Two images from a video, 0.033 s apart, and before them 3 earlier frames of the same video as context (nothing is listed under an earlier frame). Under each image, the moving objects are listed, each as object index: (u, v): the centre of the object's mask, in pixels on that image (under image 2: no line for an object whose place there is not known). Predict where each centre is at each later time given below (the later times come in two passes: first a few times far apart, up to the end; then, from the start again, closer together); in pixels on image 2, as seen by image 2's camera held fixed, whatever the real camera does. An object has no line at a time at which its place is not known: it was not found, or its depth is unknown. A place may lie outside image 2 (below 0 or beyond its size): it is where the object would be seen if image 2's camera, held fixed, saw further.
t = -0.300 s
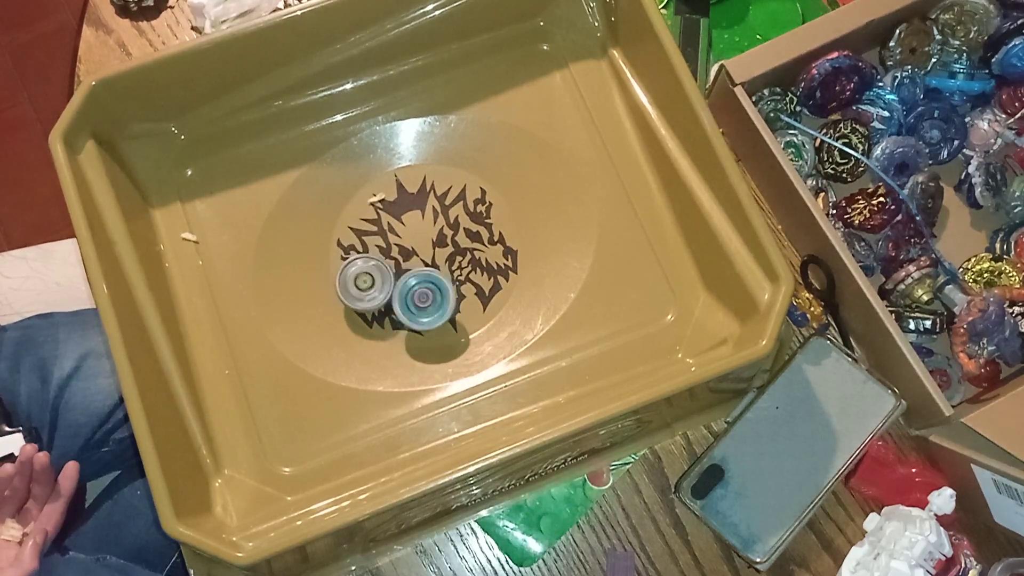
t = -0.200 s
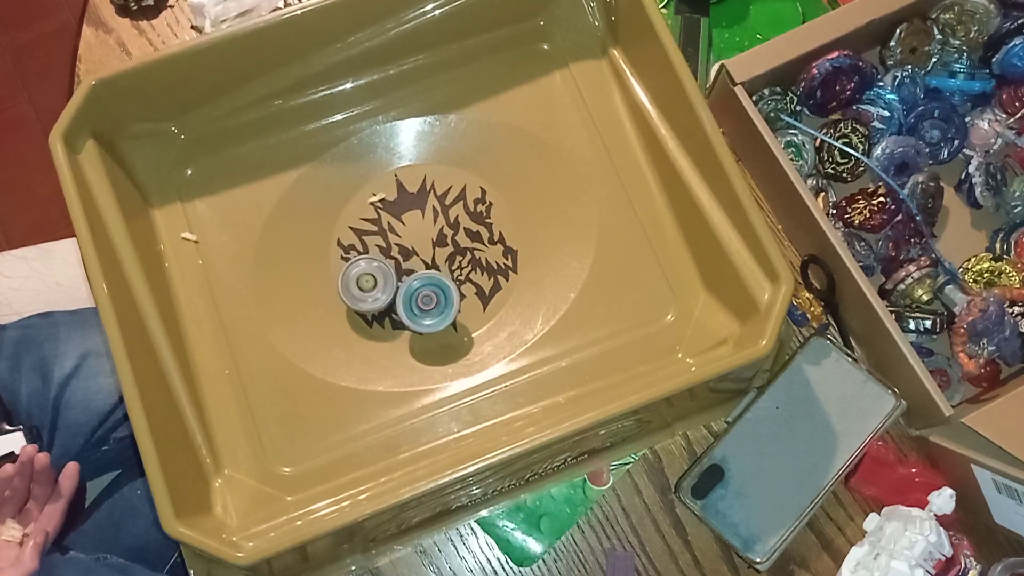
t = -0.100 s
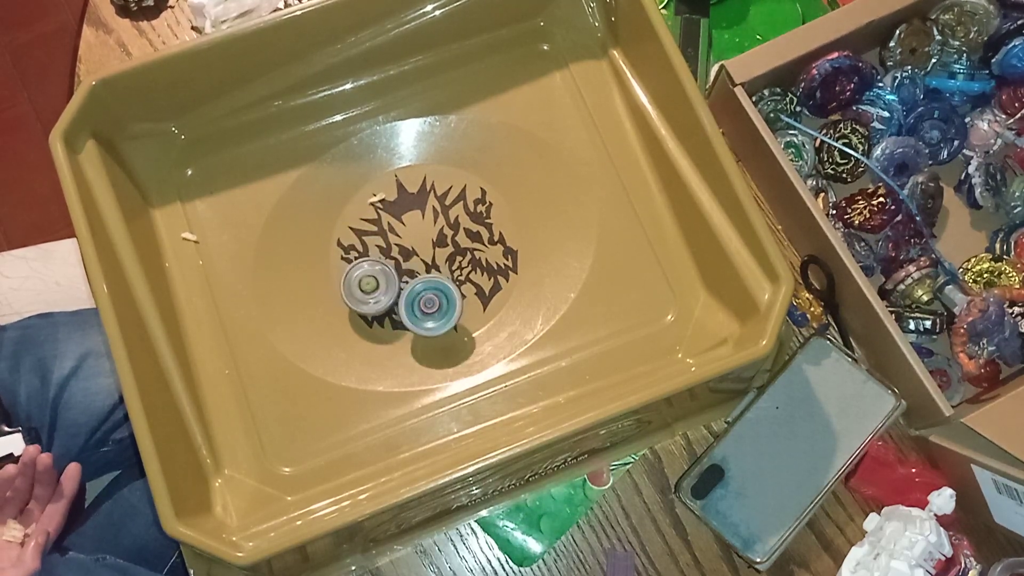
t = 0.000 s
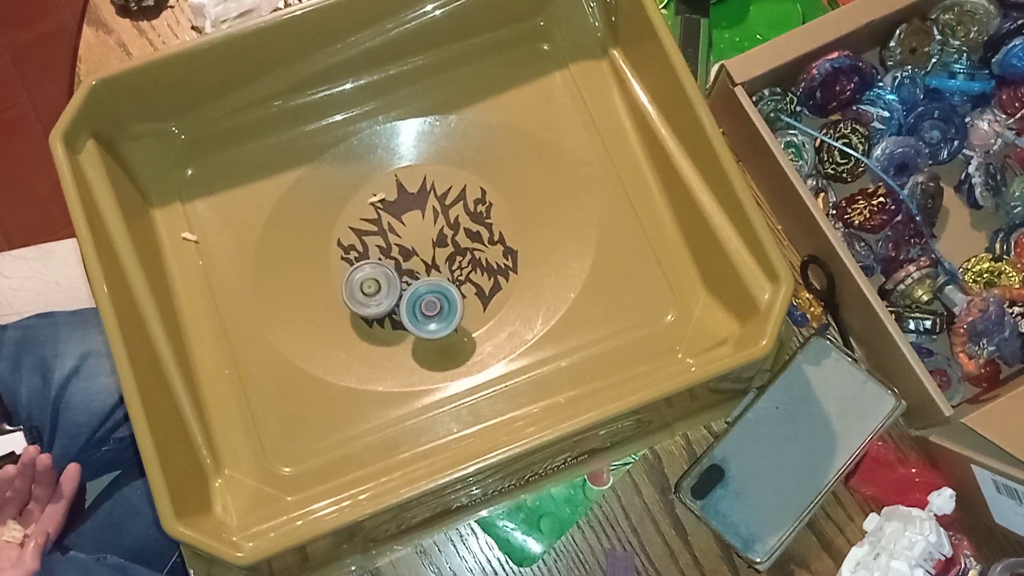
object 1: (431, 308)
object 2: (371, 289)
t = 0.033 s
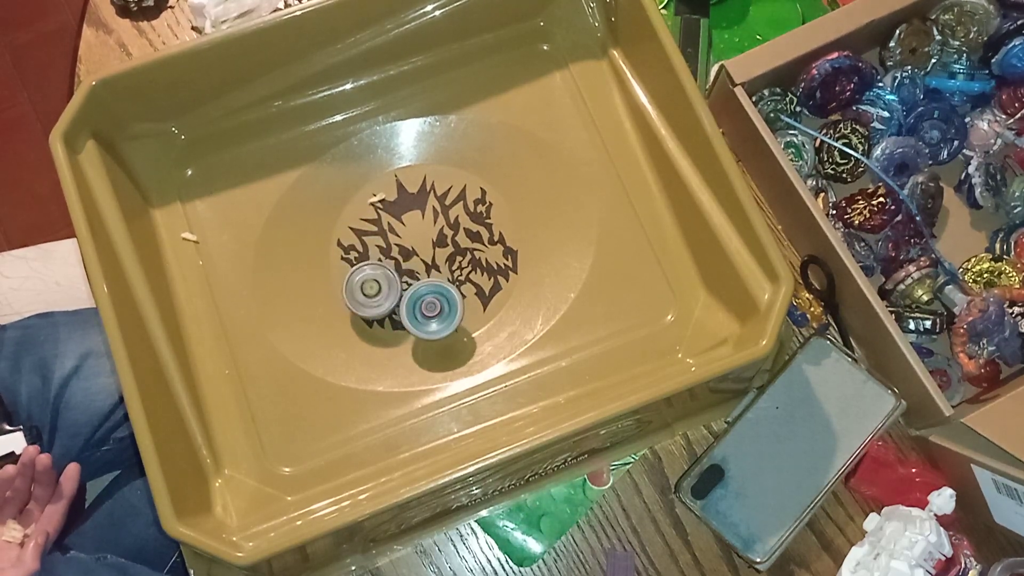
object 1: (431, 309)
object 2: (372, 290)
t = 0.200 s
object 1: (431, 311)
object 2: (372, 294)
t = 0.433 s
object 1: (428, 308)
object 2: (371, 298)
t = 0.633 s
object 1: (427, 301)
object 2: (371, 300)
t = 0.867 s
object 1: (431, 294)
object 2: (375, 299)
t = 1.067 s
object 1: (445, 295)
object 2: (380, 298)
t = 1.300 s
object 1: (485, 311)
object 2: (372, 294)
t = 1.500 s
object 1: (486, 296)
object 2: (375, 291)
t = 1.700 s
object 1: (479, 298)
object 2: (381, 290)
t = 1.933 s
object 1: (459, 284)
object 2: (387, 294)
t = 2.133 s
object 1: (451, 267)
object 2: (388, 302)
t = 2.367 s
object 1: (454, 261)
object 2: (387, 306)
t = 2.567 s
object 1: (460, 264)
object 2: (386, 305)
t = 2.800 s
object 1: (462, 276)
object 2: (389, 302)
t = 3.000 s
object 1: (456, 284)
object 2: (396, 301)
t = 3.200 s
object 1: (455, 287)
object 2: (397, 302)
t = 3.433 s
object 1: (453, 286)
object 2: (398, 305)
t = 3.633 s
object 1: (455, 286)
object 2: (398, 306)
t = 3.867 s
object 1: (456, 288)
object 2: (399, 304)
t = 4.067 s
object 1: (455, 289)
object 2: (401, 302)
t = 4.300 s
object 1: (457, 289)
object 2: (403, 302)
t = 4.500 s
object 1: (476, 292)
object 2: (410, 300)
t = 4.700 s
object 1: (486, 296)
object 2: (413, 305)
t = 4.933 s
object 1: (486, 295)
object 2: (411, 309)
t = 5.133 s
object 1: (478, 290)
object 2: (409, 307)
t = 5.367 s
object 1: (471, 276)
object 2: (411, 303)
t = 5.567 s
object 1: (474, 269)
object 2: (416, 301)
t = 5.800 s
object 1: (480, 269)
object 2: (421, 305)
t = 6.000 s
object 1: (481, 273)
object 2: (420, 308)
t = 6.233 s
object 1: (472, 276)
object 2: (418, 308)
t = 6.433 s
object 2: (418, 304)
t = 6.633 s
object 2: (421, 302)
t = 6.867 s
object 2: (407, 306)
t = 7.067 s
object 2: (406, 312)
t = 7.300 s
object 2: (402, 311)
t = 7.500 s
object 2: (403, 306)
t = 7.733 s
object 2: (412, 303)
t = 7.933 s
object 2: (416, 307)
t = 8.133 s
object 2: (416, 312)
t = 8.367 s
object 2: (412, 312)
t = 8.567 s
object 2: (413, 306)
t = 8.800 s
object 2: (410, 318)
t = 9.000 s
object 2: (409, 322)
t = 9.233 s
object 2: (409, 318)
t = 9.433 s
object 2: (414, 316)
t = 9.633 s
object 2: (419, 317)
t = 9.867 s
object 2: (421, 319)
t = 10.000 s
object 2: (421, 319)
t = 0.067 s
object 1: (431, 310)
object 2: (372, 291)
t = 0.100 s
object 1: (431, 310)
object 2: (372, 292)
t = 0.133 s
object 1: (431, 310)
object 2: (372, 292)
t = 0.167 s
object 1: (431, 311)
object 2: (372, 293)
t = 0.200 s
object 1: (431, 311)
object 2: (372, 294)
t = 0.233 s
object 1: (431, 311)
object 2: (372, 295)
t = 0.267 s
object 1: (430, 311)
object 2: (372, 295)
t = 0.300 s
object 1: (430, 311)
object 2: (372, 296)
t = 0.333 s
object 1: (430, 310)
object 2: (372, 297)
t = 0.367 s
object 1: (429, 310)
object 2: (372, 297)
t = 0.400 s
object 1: (429, 310)
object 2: (371, 298)
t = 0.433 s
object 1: (428, 308)
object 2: (371, 298)
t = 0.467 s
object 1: (428, 307)
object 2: (371, 298)
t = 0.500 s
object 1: (427, 306)
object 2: (371, 299)
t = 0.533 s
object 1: (428, 304)
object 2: (371, 299)
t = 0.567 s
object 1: (427, 303)
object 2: (371, 299)
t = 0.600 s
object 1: (427, 302)
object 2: (371, 299)
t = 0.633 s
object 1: (427, 301)
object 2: (371, 300)
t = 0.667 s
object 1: (427, 299)
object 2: (372, 299)
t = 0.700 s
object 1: (428, 298)
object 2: (372, 299)
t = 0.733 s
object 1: (428, 297)
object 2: (373, 299)
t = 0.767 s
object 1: (429, 296)
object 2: (373, 299)
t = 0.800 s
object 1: (429, 295)
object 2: (374, 299)
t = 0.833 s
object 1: (430, 295)
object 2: (374, 299)
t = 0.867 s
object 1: (431, 294)
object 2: (375, 299)
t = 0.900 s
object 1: (431, 294)
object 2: (376, 299)
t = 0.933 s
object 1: (432, 293)
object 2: (377, 298)
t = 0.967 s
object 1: (433, 293)
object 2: (378, 299)
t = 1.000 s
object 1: (436, 293)
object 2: (380, 298)
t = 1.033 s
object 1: (438, 294)
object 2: (381, 299)
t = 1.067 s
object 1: (445, 295)
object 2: (380, 298)
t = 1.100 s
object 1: (455, 296)
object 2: (374, 296)
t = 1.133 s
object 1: (463, 298)
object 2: (372, 295)
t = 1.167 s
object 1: (469, 301)
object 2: (372, 295)
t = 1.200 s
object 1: (474, 303)
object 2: (372, 295)
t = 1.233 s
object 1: (478, 306)
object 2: (371, 295)
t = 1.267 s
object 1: (481, 309)
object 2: (372, 294)
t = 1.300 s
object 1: (485, 311)
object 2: (372, 294)
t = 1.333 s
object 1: (486, 310)
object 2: (372, 293)
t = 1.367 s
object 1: (487, 307)
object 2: (372, 293)
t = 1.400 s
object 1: (487, 301)
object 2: (373, 292)
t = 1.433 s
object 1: (486, 297)
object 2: (373, 292)
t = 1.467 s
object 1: (486, 296)
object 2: (374, 291)
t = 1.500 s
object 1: (486, 296)
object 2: (375, 291)
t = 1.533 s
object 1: (486, 297)
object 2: (375, 291)
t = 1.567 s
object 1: (485, 298)
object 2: (376, 290)
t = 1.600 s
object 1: (483, 298)
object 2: (377, 290)
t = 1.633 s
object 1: (482, 298)
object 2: (379, 290)
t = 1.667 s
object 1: (481, 298)
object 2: (380, 290)
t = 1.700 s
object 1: (479, 298)
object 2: (381, 290)
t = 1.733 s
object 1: (476, 296)
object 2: (382, 290)
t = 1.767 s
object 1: (473, 295)
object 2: (383, 291)
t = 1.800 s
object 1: (470, 294)
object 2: (384, 291)
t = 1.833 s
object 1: (467, 292)
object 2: (385, 292)
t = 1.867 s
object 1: (465, 289)
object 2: (386, 293)
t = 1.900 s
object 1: (462, 287)
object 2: (386, 294)
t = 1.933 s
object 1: (459, 284)
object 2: (387, 294)
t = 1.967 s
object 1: (457, 281)
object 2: (387, 296)
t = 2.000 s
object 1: (455, 277)
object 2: (388, 297)
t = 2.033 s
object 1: (453, 274)
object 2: (388, 298)
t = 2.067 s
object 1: (452, 271)
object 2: (388, 299)
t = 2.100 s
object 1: (451, 269)
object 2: (388, 301)
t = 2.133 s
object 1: (451, 267)
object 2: (388, 302)
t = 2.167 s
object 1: (450, 265)
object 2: (388, 303)
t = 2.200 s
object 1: (451, 264)
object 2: (388, 303)
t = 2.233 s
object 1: (451, 263)
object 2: (388, 304)
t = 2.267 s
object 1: (451, 262)
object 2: (387, 304)
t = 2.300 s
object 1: (452, 261)
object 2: (387, 305)
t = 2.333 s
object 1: (453, 261)
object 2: (387, 305)
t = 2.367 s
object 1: (454, 261)
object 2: (387, 306)
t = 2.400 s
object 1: (455, 261)
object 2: (386, 306)
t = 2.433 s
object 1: (456, 261)
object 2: (386, 306)
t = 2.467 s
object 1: (457, 261)
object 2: (386, 306)
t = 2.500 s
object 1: (458, 262)
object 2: (386, 306)
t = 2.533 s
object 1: (459, 263)
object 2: (386, 305)
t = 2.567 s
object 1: (460, 264)
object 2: (386, 305)
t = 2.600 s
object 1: (461, 265)
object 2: (386, 305)
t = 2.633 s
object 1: (462, 267)
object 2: (386, 304)
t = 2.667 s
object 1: (463, 269)
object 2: (387, 304)
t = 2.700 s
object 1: (463, 271)
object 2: (387, 304)
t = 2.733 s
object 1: (463, 272)
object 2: (387, 303)
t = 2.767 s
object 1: (463, 274)
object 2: (388, 303)
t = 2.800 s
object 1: (462, 276)
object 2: (389, 302)
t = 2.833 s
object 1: (462, 278)
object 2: (390, 302)
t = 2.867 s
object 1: (461, 279)
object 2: (391, 301)
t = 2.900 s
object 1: (460, 281)
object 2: (392, 301)
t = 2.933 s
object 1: (459, 282)
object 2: (393, 301)
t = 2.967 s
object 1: (457, 283)
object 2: (394, 301)
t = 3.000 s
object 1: (456, 284)
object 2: (396, 301)
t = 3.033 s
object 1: (454, 284)
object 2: (397, 301)
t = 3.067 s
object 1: (452, 285)
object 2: (397, 302)
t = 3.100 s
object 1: (450, 285)
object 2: (397, 303)
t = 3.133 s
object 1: (452, 285)
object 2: (396, 303)
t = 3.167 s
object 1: (455, 285)
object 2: (397, 302)
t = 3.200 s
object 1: (455, 287)
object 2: (397, 302)
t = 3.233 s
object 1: (454, 287)
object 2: (397, 303)
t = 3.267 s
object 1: (454, 287)
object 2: (397, 303)
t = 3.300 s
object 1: (454, 287)
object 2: (398, 303)
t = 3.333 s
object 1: (453, 287)
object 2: (398, 304)
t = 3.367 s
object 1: (453, 287)
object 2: (398, 304)
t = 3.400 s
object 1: (453, 287)
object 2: (398, 305)
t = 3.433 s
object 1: (453, 286)
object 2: (398, 305)
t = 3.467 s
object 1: (453, 287)
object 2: (398, 305)
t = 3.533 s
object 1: (453, 286)
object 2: (398, 305)
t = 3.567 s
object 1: (454, 286)
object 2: (398, 306)
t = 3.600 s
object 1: (454, 287)
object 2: (398, 306)
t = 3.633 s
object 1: (455, 286)
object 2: (398, 306)
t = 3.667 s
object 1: (455, 287)
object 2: (398, 306)
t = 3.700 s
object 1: (455, 287)
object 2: (398, 305)
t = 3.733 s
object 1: (455, 287)
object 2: (398, 305)
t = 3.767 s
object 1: (455, 287)
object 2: (399, 305)
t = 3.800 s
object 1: (456, 287)
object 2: (398, 304)
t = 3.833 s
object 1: (456, 287)
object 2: (399, 304)
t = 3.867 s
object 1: (456, 288)
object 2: (399, 304)
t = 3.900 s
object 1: (456, 288)
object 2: (399, 303)
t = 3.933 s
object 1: (456, 288)
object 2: (399, 303)
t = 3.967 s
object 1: (456, 288)
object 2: (400, 302)
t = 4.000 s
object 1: (456, 288)
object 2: (400, 302)
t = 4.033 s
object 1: (455, 289)
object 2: (400, 302)
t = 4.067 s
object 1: (455, 289)
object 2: (401, 302)
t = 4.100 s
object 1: (455, 289)
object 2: (401, 302)
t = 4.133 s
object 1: (455, 289)
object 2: (401, 302)
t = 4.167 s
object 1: (454, 289)
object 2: (401, 302)
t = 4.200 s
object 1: (454, 289)
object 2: (402, 302)
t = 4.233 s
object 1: (453, 289)
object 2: (403, 303)
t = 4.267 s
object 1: (453, 289)
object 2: (403, 303)
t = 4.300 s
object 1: (457, 289)
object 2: (403, 302)
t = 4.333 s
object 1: (460, 291)
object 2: (403, 299)
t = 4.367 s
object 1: (463, 292)
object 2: (405, 299)
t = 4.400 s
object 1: (467, 292)
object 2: (407, 299)
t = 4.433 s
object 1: (470, 292)
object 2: (408, 300)
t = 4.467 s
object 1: (473, 292)
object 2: (409, 300)
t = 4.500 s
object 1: (476, 292)
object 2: (410, 300)
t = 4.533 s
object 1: (479, 293)
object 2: (411, 301)
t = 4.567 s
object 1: (481, 294)
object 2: (411, 302)
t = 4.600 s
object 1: (483, 295)
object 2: (412, 302)
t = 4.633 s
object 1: (484, 295)
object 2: (412, 303)
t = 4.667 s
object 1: (485, 296)
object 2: (412, 304)
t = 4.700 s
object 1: (486, 296)
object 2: (413, 305)
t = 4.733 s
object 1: (486, 296)
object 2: (413, 306)
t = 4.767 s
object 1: (486, 296)
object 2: (413, 306)
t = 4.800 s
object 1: (487, 296)
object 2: (412, 307)
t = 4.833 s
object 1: (487, 296)
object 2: (412, 308)
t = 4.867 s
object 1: (486, 295)
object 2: (412, 308)
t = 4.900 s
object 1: (487, 295)
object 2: (411, 308)
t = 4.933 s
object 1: (486, 295)
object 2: (411, 309)
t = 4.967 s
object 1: (485, 295)
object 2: (411, 309)
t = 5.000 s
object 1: (484, 295)
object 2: (410, 309)
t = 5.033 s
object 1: (483, 294)
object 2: (410, 309)
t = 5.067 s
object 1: (481, 293)
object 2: (410, 308)
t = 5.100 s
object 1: (479, 292)
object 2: (409, 308)
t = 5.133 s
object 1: (478, 290)
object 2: (409, 307)
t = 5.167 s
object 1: (476, 288)
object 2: (409, 307)
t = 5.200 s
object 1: (475, 286)
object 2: (409, 306)
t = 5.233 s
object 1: (473, 284)
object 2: (409, 306)
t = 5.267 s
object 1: (472, 281)
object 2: (409, 305)
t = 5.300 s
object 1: (471, 279)
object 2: (410, 304)
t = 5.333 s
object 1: (471, 277)
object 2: (410, 303)
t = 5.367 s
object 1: (471, 276)
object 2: (411, 303)
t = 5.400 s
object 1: (471, 274)
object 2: (412, 302)
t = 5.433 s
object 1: (471, 273)
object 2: (412, 302)
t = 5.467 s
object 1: (472, 271)
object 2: (413, 301)
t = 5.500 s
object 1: (473, 270)
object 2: (414, 301)
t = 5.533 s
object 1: (473, 269)
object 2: (415, 301)
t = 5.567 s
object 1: (474, 269)
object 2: (416, 301)
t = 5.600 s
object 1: (475, 268)
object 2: (417, 301)
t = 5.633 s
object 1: (476, 268)
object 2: (418, 302)
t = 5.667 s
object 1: (477, 268)
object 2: (418, 302)
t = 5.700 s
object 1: (478, 268)
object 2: (419, 303)
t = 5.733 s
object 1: (479, 268)
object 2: (420, 303)
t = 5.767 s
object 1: (480, 268)
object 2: (420, 304)
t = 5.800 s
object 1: (480, 269)
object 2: (421, 305)
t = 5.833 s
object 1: (481, 270)
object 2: (421, 305)
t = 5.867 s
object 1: (481, 270)
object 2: (421, 306)
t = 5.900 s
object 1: (481, 270)
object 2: (421, 307)
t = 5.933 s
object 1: (481, 271)
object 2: (421, 307)
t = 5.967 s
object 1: (481, 272)
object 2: (420, 307)
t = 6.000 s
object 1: (481, 273)
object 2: (420, 308)
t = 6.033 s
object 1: (480, 274)
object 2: (420, 308)
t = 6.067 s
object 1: (479, 275)
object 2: (420, 308)
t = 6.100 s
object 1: (478, 275)
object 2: (419, 308)
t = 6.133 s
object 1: (477, 276)
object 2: (419, 308)
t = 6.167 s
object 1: (475, 276)
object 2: (419, 308)
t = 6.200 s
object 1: (473, 276)
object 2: (418, 308)
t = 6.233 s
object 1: (472, 276)
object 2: (418, 308)
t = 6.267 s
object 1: (470, 277)
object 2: (418, 307)
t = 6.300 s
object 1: (469, 275)
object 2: (418, 307)
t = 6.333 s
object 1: (467, 275)
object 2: (418, 306)
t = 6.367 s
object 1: (466, 274)
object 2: (418, 305)
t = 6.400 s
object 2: (418, 305)
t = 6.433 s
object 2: (418, 304)
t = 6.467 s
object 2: (418, 304)
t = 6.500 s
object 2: (418, 303)
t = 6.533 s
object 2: (419, 303)
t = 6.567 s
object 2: (420, 303)
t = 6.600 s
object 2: (421, 303)
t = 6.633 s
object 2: (421, 302)
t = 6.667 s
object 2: (416, 303)
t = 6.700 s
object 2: (413, 304)
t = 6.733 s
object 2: (409, 304)
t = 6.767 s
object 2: (407, 304)
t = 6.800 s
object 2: (406, 304)
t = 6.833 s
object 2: (407, 304)
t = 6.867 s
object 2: (407, 306)
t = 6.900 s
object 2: (408, 307)
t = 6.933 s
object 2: (407, 308)
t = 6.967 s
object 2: (407, 309)
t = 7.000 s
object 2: (407, 310)
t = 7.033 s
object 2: (406, 311)
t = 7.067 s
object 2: (406, 312)
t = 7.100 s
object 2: (405, 312)
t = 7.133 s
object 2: (405, 313)
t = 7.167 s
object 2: (404, 313)
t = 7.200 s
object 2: (403, 313)
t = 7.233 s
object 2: (403, 313)
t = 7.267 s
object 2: (402, 312)
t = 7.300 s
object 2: (402, 311)
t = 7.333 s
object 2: (401, 310)
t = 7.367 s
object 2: (401, 310)
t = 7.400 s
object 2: (402, 309)
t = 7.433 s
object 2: (402, 308)
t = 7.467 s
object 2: (402, 307)
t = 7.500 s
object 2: (403, 306)
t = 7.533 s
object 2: (404, 305)
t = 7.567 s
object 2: (405, 304)
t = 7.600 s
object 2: (406, 304)
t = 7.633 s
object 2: (407, 303)
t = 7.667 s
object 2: (409, 303)
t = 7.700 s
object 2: (410, 303)
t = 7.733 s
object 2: (412, 303)
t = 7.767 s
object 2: (413, 303)
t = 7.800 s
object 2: (414, 304)
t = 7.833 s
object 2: (414, 305)
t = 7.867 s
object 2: (415, 305)
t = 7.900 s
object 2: (416, 306)
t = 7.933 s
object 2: (416, 307)
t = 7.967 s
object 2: (416, 308)
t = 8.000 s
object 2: (416, 309)
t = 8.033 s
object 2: (417, 310)
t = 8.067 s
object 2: (416, 311)
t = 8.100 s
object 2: (416, 312)
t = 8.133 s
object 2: (416, 312)
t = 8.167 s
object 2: (415, 313)
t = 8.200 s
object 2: (415, 313)
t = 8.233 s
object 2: (414, 313)
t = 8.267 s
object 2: (414, 313)
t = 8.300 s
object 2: (413, 313)
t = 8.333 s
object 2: (412, 312)
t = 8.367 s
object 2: (412, 312)
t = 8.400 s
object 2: (412, 311)
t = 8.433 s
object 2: (412, 310)
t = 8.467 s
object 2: (412, 309)
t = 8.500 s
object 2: (412, 308)
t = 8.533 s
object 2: (413, 307)
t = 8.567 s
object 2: (413, 306)
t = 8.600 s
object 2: (414, 306)
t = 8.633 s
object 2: (414, 307)
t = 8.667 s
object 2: (412, 312)
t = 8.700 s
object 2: (410, 317)
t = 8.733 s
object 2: (408, 319)
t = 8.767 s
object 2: (408, 318)
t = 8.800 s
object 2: (410, 318)
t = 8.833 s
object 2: (410, 320)
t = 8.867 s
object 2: (409, 321)
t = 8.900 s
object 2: (409, 321)
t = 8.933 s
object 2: (409, 321)
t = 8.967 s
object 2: (409, 322)
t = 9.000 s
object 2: (409, 322)
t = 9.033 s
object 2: (408, 322)
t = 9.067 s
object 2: (408, 321)
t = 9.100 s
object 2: (408, 321)
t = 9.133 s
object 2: (408, 321)
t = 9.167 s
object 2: (408, 320)
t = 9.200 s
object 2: (409, 319)
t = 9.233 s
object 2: (409, 318)
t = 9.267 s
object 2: (410, 318)
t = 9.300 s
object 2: (410, 317)
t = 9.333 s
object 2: (411, 317)
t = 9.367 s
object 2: (412, 316)
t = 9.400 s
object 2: (413, 316)
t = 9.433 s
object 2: (414, 316)
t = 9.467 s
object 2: (415, 316)
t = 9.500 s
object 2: (416, 316)
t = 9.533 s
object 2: (417, 316)
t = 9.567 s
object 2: (418, 316)
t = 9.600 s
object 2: (418, 316)
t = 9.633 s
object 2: (419, 317)
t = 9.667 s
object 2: (420, 317)
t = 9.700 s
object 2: (420, 318)
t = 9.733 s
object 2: (421, 318)
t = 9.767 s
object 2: (421, 319)
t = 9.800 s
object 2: (421, 319)
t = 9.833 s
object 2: (421, 319)
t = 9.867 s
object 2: (421, 319)
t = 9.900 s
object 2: (421, 319)
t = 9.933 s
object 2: (421, 320)
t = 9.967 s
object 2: (421, 319)
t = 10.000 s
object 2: (421, 319)
